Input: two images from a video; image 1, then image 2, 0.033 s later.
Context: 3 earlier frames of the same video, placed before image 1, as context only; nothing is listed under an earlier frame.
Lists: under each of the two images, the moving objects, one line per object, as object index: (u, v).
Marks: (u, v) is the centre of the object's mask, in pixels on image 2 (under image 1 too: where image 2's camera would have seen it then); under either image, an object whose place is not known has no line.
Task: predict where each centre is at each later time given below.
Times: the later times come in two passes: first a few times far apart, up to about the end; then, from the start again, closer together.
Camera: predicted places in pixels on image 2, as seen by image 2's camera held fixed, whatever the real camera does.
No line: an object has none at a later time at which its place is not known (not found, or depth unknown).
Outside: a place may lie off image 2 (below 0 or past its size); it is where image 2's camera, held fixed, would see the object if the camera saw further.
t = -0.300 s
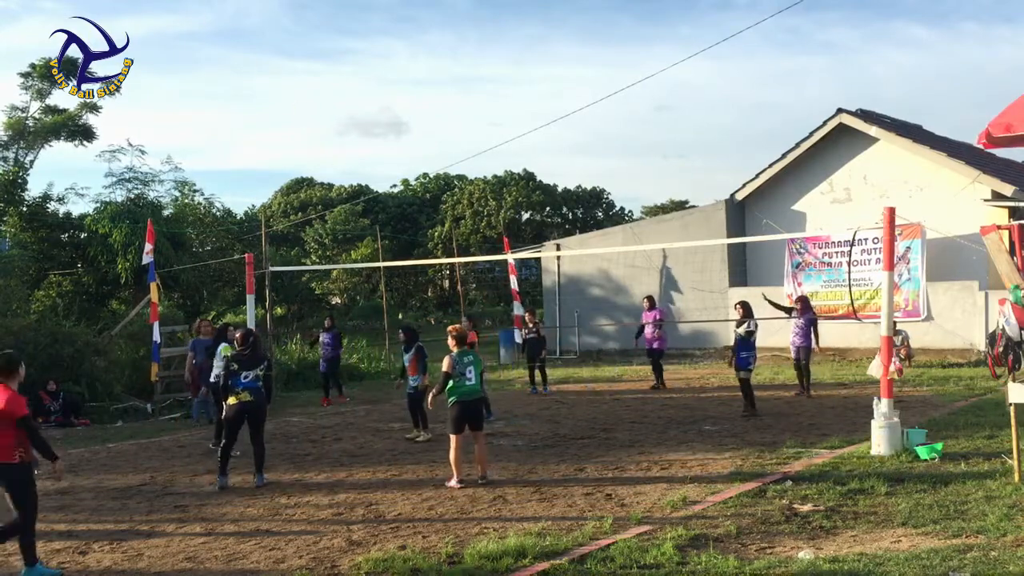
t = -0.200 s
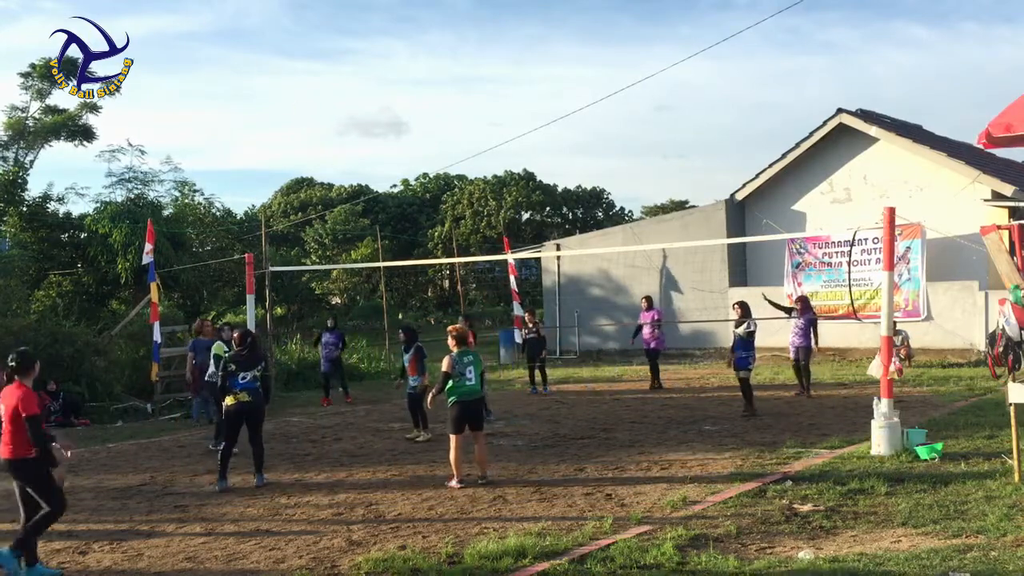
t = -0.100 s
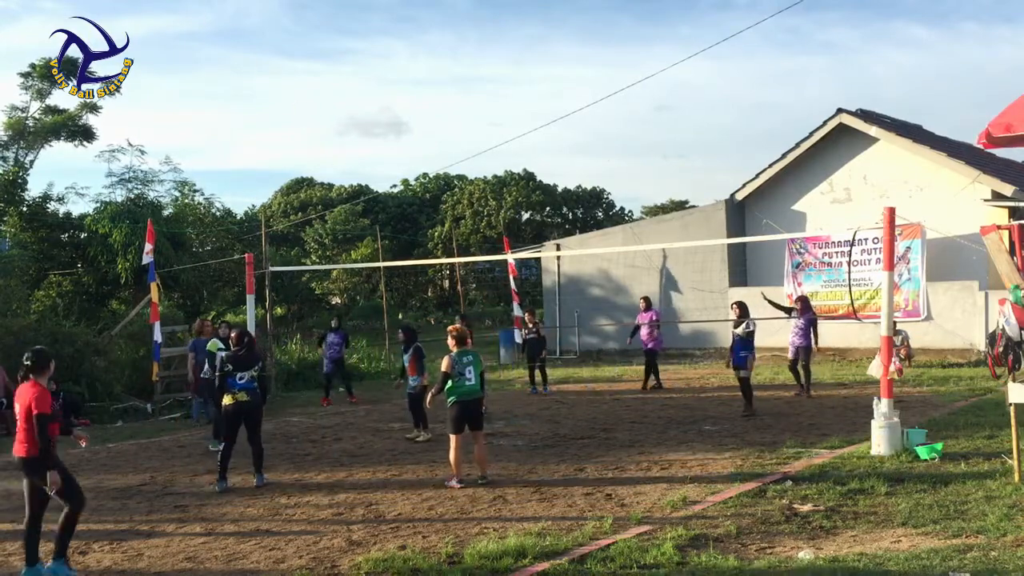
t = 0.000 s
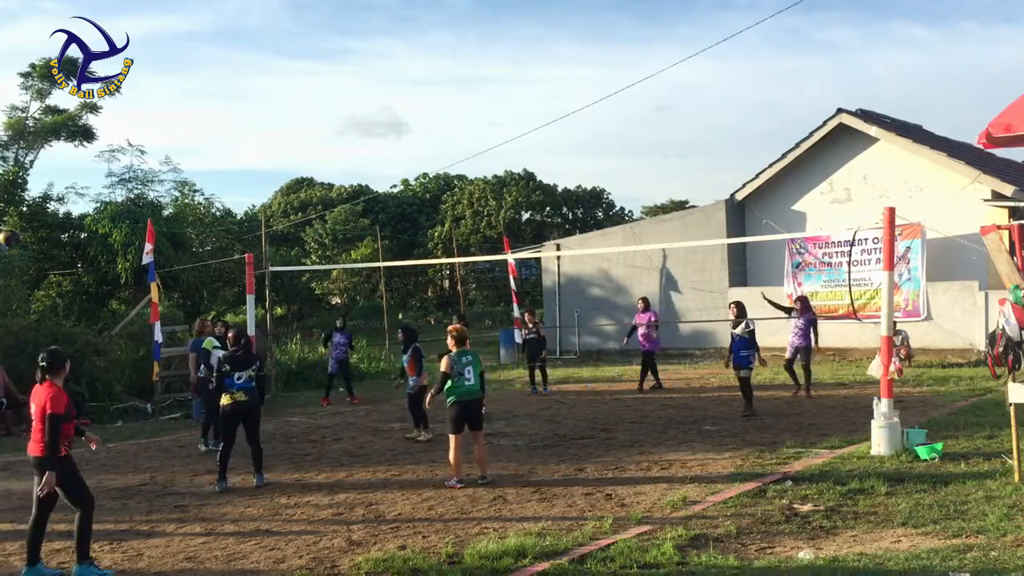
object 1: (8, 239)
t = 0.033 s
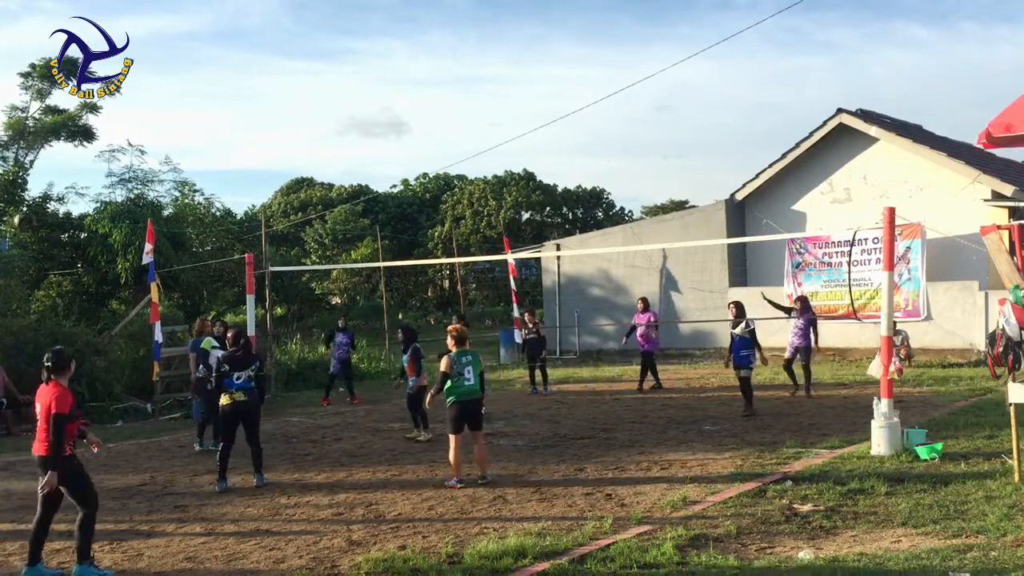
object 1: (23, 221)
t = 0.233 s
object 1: (108, 145)
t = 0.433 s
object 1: (185, 107)
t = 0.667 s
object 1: (268, 108)
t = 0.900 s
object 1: (345, 149)
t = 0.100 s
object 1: (54, 191)
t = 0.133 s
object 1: (67, 178)
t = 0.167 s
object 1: (81, 165)
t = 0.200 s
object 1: (95, 154)
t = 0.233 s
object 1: (108, 145)
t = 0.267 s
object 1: (121, 136)
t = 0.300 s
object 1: (134, 128)
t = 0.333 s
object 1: (147, 121)
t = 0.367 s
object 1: (160, 116)
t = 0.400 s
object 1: (172, 111)
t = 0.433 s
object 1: (185, 107)
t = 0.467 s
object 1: (197, 104)
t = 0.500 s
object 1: (209, 103)
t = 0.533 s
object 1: (221, 102)
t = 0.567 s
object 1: (233, 102)
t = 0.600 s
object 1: (245, 103)
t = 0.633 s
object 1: (256, 105)
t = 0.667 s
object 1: (268, 108)
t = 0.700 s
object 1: (280, 111)
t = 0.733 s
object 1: (291, 116)
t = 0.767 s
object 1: (302, 121)
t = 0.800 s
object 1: (313, 127)
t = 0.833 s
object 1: (324, 133)
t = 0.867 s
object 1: (334, 141)
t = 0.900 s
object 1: (345, 149)
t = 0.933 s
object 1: (356, 159)
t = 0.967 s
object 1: (366, 169)
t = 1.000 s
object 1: (377, 179)
